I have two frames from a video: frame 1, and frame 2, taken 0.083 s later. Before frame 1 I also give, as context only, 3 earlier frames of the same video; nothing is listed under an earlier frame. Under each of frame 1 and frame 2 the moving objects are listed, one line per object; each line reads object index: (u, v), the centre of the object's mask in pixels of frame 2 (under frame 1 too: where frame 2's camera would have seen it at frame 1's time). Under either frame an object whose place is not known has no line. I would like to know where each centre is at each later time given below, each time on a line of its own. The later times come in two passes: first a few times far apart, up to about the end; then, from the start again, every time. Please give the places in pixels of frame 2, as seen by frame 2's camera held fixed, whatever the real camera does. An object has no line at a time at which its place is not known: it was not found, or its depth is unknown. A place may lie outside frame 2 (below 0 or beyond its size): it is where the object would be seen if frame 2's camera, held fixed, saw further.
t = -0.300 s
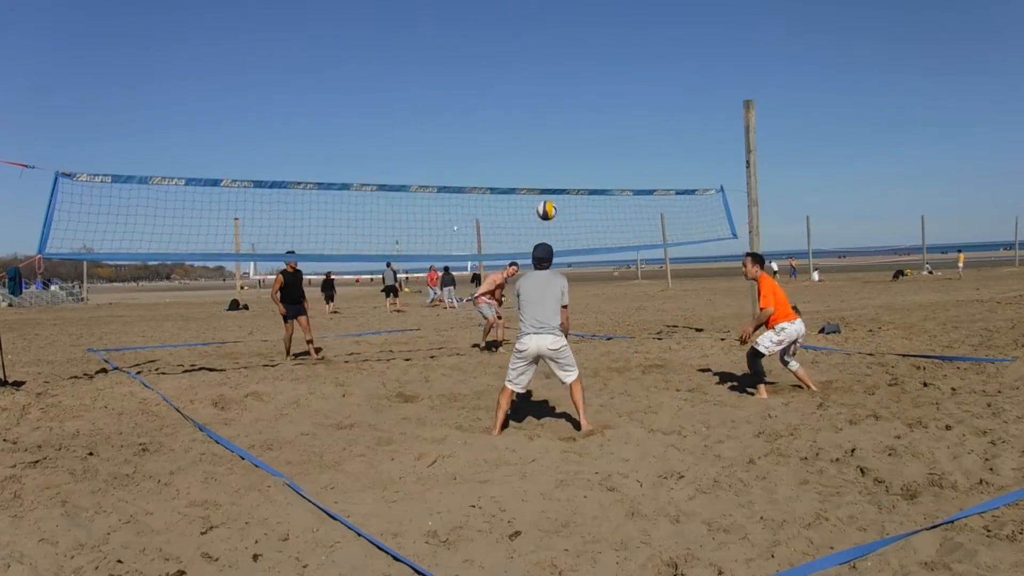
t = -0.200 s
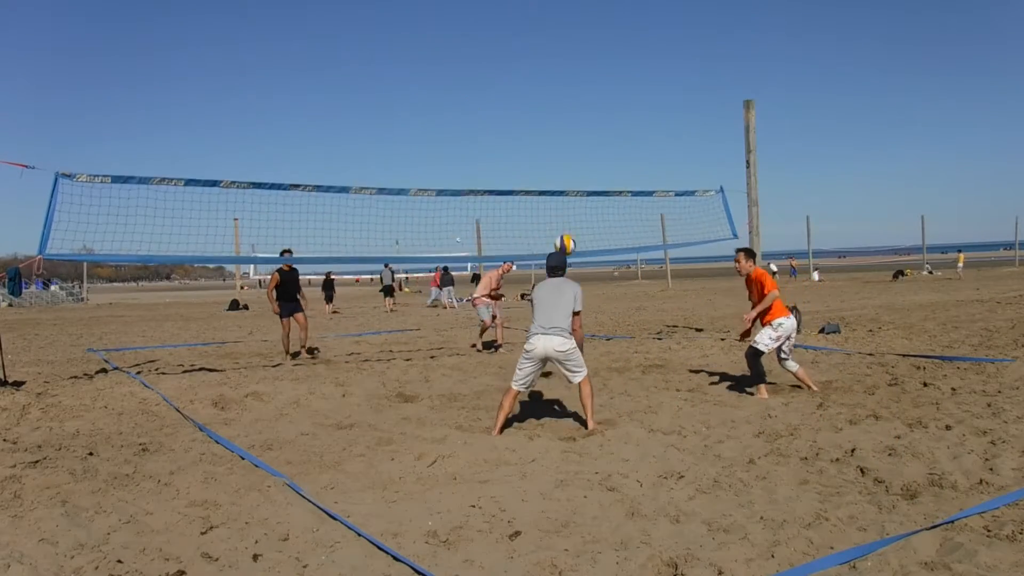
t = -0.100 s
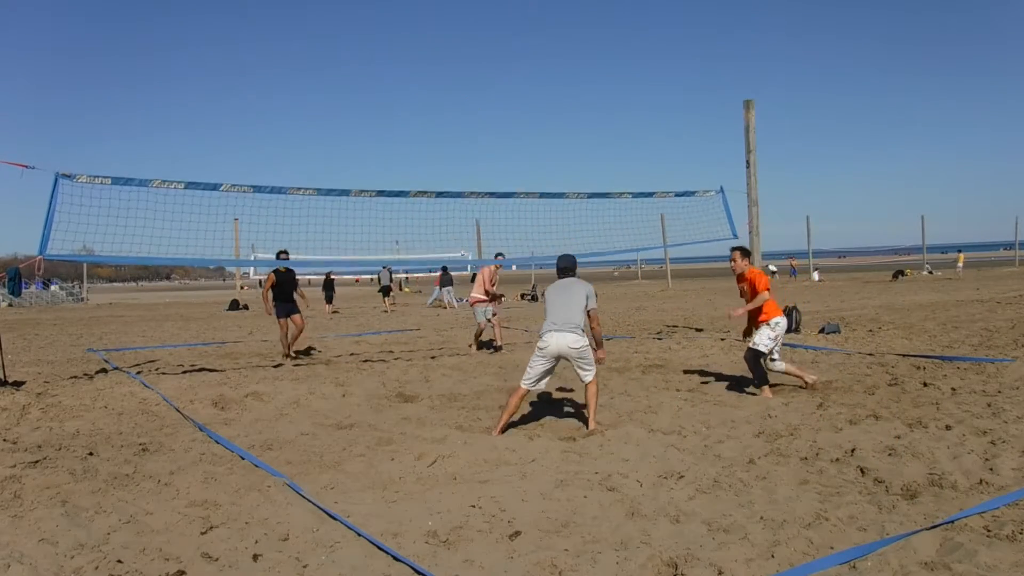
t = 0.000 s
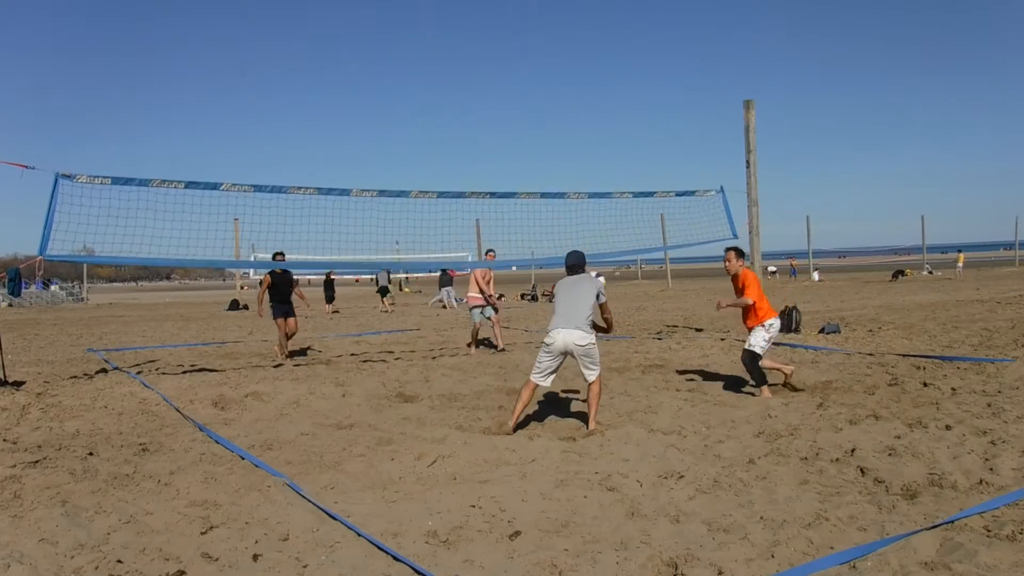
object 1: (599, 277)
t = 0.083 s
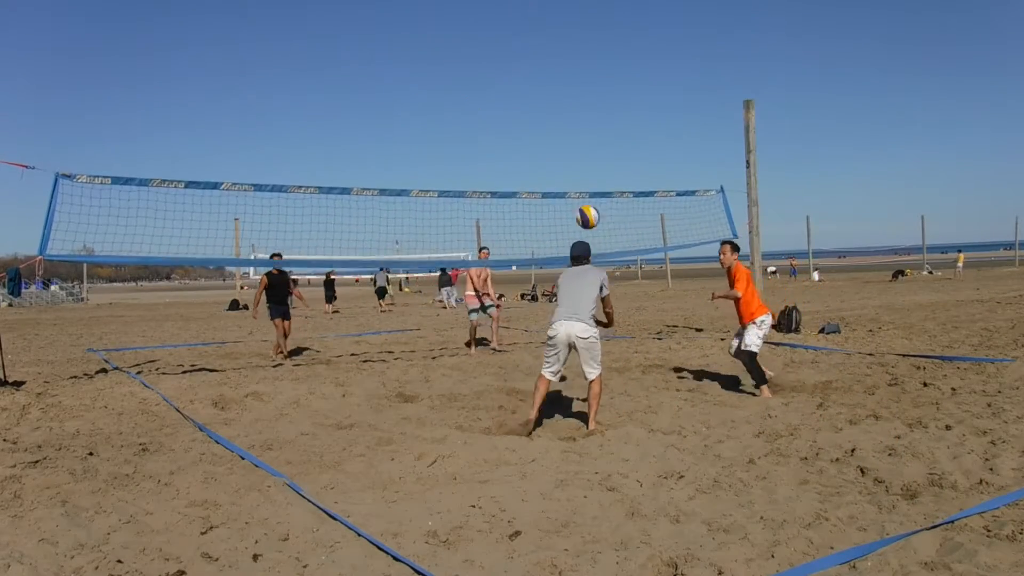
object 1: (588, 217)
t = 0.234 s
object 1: (578, 125)
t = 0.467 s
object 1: (564, 44)
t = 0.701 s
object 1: (552, 26)
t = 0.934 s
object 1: (542, 59)
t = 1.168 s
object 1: (533, 134)
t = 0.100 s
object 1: (587, 205)
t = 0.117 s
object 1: (585, 193)
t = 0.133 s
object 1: (584, 182)
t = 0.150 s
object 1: (583, 172)
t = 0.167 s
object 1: (582, 161)
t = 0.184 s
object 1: (581, 152)
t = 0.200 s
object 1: (580, 143)
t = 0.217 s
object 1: (579, 133)
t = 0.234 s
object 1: (578, 125)
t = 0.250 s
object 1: (577, 116)
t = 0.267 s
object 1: (576, 109)
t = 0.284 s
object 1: (575, 101)
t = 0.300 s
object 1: (573, 94)
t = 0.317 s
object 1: (573, 88)
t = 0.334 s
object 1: (571, 82)
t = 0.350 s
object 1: (571, 76)
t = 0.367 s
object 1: (570, 70)
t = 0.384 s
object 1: (569, 65)
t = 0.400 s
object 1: (568, 60)
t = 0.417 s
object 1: (567, 55)
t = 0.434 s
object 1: (566, 51)
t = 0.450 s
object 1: (565, 47)
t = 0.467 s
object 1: (564, 44)
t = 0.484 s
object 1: (563, 40)
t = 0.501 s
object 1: (562, 38)
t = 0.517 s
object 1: (561, 35)
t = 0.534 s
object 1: (561, 33)
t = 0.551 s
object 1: (560, 31)
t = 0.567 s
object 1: (559, 29)
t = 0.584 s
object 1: (558, 28)
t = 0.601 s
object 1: (557, 27)
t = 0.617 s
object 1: (556, 26)
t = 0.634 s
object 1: (556, 25)
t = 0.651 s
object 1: (555, 25)
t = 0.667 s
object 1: (554, 25)
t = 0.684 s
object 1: (553, 25)
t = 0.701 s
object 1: (552, 26)
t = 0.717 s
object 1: (551, 27)
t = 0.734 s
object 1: (551, 27)
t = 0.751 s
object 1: (550, 29)
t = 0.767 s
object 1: (549, 30)
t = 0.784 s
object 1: (548, 32)
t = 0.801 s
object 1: (548, 34)
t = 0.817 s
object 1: (547, 36)
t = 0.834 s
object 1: (546, 39)
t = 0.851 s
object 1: (545, 42)
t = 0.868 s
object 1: (545, 44)
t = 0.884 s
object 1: (544, 48)
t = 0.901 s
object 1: (543, 51)
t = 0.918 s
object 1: (543, 55)
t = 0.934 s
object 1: (542, 59)
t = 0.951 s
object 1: (541, 63)
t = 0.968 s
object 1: (541, 67)
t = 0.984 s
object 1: (540, 72)
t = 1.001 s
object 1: (539, 77)
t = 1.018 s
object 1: (539, 81)
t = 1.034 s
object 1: (538, 86)
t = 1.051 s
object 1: (537, 92)
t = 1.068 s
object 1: (537, 97)
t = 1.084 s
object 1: (536, 103)
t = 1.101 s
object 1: (535, 109)
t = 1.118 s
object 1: (535, 115)
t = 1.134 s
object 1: (534, 121)
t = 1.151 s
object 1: (534, 127)
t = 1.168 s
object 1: (533, 134)
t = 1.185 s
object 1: (532, 141)
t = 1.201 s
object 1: (532, 148)
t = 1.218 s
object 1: (531, 155)
